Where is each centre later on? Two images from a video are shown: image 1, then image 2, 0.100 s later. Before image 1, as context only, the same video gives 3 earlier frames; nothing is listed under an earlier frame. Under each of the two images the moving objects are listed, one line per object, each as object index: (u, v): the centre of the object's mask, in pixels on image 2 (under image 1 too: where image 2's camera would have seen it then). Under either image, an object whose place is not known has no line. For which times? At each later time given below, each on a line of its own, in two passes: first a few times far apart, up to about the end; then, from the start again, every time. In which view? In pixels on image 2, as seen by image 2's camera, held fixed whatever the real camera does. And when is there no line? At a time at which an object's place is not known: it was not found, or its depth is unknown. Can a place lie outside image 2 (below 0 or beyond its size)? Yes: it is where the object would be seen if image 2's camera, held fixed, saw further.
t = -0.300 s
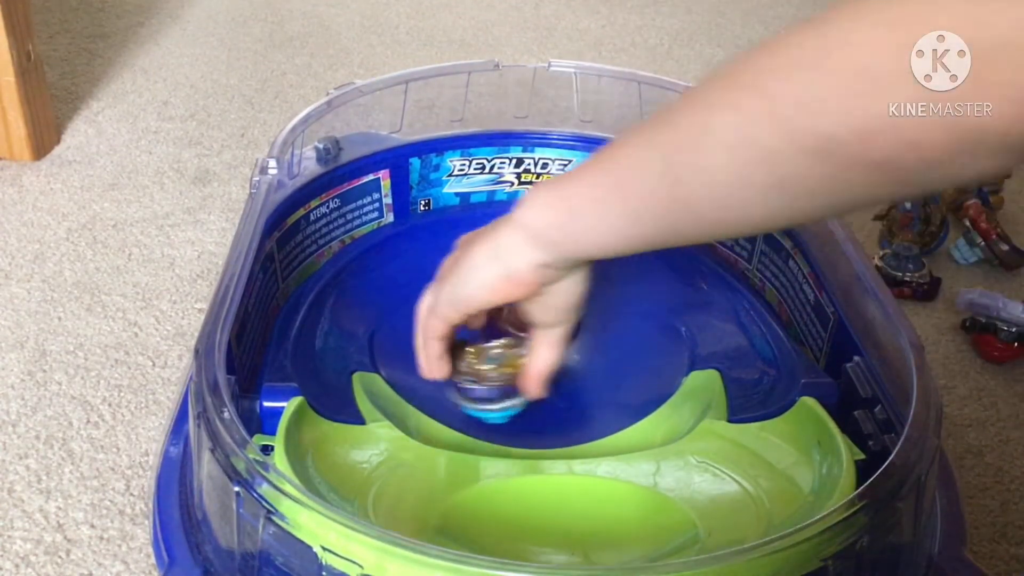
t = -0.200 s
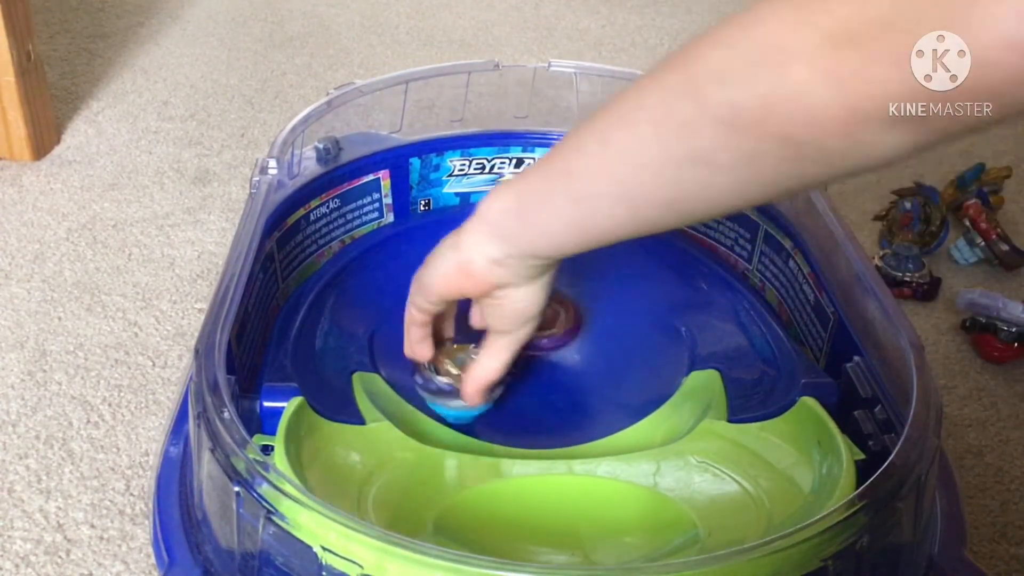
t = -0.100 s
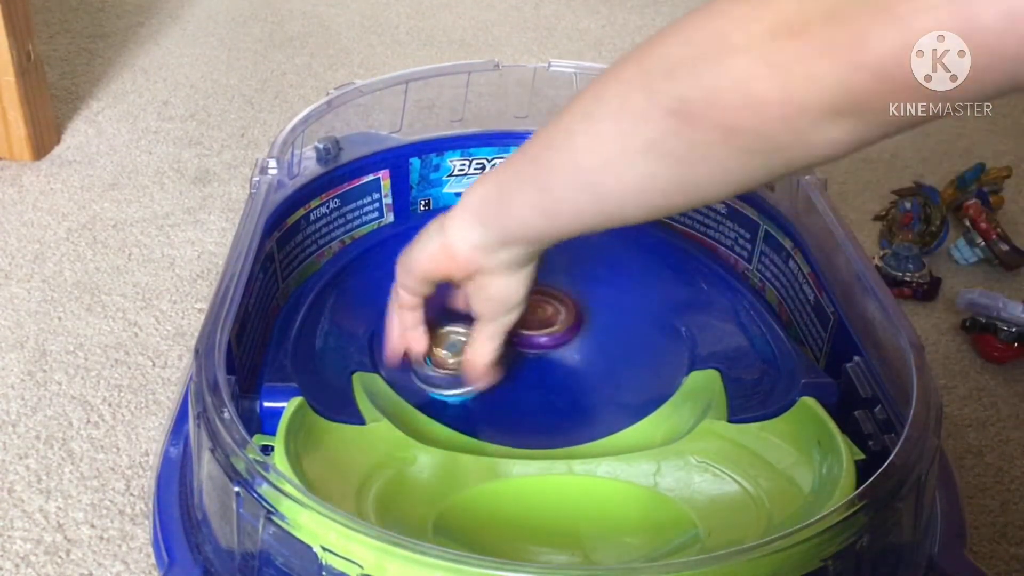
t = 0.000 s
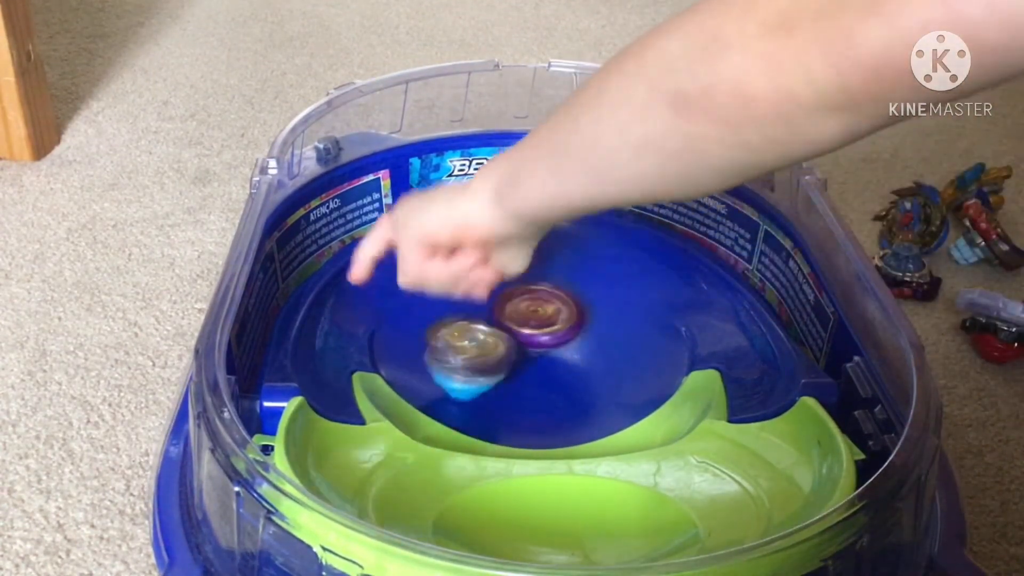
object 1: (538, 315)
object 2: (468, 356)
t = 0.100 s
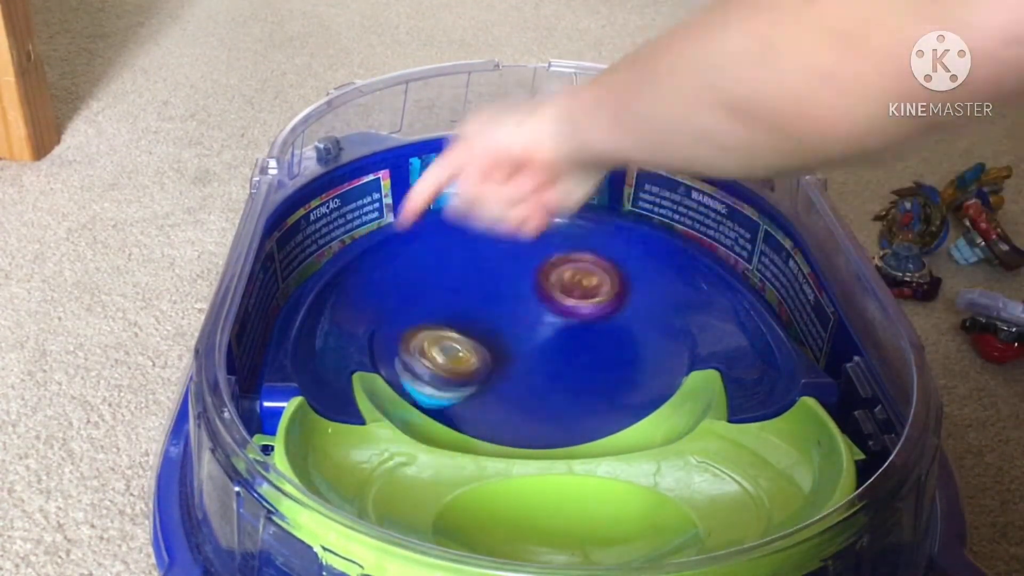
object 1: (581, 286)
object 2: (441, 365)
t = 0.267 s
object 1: (571, 265)
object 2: (438, 365)
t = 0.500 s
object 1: (541, 274)
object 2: (530, 343)
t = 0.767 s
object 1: (516, 251)
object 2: (586, 364)
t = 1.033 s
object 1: (521, 295)
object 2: (568, 351)
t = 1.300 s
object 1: (513, 281)
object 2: (534, 392)
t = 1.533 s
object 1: (534, 309)
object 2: (495, 374)
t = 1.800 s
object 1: (586, 325)
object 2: (457, 333)
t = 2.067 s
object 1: (609, 326)
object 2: (466, 299)
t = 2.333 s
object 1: (586, 332)
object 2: (514, 283)
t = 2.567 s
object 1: (541, 343)
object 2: (566, 284)
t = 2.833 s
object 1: (500, 359)
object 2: (603, 311)
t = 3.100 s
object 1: (495, 368)
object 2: (596, 345)
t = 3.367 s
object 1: (457, 360)
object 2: (636, 352)
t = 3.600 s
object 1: (475, 340)
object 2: (583, 341)
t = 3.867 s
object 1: (496, 301)
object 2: (582, 327)
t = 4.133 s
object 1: (534, 272)
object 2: (585, 332)
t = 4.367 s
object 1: (573, 267)
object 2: (537, 325)
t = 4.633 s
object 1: (600, 293)
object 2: (490, 308)
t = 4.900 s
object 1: (603, 329)
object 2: (498, 311)
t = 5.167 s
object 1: (608, 369)
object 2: (514, 318)
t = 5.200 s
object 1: (605, 371)
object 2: (517, 319)
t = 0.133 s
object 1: (585, 279)
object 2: (437, 366)
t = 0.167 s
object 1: (584, 275)
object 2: (435, 367)
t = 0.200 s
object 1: (580, 271)
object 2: (434, 366)
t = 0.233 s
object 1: (576, 267)
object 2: (434, 366)
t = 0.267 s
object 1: (571, 265)
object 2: (438, 365)
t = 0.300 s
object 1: (566, 264)
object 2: (444, 364)
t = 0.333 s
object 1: (561, 264)
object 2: (452, 364)
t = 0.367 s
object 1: (556, 264)
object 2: (464, 360)
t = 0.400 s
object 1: (551, 266)
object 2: (478, 358)
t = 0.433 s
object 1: (547, 268)
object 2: (494, 353)
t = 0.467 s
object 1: (543, 271)
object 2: (512, 349)
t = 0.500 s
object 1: (541, 274)
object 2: (530, 343)
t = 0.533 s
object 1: (543, 268)
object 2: (545, 346)
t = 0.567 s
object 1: (548, 253)
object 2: (553, 354)
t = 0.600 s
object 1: (549, 245)
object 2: (563, 360)
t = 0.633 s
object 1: (546, 240)
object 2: (570, 362)
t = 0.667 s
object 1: (540, 241)
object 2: (576, 364)
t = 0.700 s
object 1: (531, 243)
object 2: (578, 365)
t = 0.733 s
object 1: (523, 246)
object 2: (582, 364)
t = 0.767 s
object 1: (516, 251)
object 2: (586, 364)
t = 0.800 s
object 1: (511, 257)
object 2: (588, 364)
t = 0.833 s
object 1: (508, 262)
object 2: (588, 362)
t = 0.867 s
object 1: (507, 269)
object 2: (586, 360)
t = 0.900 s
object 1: (508, 276)
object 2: (584, 358)
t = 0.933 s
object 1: (510, 283)
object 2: (580, 355)
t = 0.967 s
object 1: (514, 290)
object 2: (575, 352)
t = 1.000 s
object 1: (518, 296)
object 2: (569, 349)
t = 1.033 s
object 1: (521, 295)
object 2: (568, 351)
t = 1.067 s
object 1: (520, 284)
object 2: (572, 364)
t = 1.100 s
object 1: (519, 275)
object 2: (572, 374)
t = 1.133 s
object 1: (519, 272)
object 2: (568, 380)
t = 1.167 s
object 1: (517, 272)
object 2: (562, 384)
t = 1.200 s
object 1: (516, 273)
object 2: (555, 387)
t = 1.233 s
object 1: (514, 276)
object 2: (548, 390)
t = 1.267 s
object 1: (513, 279)
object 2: (542, 391)
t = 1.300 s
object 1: (513, 281)
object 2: (534, 392)
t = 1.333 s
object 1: (514, 286)
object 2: (525, 392)
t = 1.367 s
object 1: (516, 291)
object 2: (519, 390)
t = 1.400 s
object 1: (518, 295)
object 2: (514, 388)
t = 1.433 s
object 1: (520, 299)
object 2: (508, 386)
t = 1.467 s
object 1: (523, 304)
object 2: (502, 382)
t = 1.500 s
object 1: (528, 307)
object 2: (498, 378)
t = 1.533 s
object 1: (534, 309)
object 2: (495, 374)
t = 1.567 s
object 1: (541, 312)
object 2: (492, 369)
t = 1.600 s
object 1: (547, 316)
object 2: (488, 365)
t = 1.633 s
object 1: (553, 320)
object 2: (485, 357)
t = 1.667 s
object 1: (562, 321)
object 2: (477, 352)
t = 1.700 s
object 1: (569, 323)
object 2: (471, 347)
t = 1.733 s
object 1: (575, 324)
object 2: (465, 342)
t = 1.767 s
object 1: (580, 325)
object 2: (462, 337)
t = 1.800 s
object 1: (586, 325)
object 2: (457, 333)
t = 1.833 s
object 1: (591, 326)
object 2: (455, 328)
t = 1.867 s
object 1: (595, 326)
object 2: (454, 323)
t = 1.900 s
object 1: (598, 326)
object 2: (453, 319)
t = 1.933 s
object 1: (602, 326)
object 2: (454, 314)
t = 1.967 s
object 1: (605, 326)
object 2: (456, 310)
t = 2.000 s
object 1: (607, 326)
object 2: (459, 307)
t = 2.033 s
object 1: (609, 326)
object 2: (462, 303)
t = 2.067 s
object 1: (609, 326)
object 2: (466, 299)
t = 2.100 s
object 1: (609, 326)
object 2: (470, 296)
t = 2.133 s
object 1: (609, 326)
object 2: (476, 293)
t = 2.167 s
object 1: (606, 327)
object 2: (481, 291)
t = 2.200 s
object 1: (604, 327)
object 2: (487, 288)
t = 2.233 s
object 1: (600, 328)
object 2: (493, 286)
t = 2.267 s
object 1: (596, 330)
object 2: (500, 285)
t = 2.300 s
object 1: (591, 331)
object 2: (507, 284)
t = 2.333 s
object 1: (586, 332)
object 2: (514, 283)
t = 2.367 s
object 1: (580, 334)
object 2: (521, 282)
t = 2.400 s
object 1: (574, 335)
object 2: (528, 282)
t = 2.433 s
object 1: (568, 337)
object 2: (536, 281)
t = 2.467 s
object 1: (561, 339)
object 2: (543, 281)
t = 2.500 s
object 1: (555, 340)
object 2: (551, 281)
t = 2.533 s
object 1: (548, 342)
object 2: (559, 282)
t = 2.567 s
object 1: (541, 343)
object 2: (566, 284)
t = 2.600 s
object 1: (534, 344)
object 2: (572, 287)
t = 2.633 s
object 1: (528, 346)
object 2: (578, 290)
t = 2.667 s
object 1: (523, 348)
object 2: (583, 294)
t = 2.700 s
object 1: (517, 350)
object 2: (589, 297)
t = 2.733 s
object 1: (512, 353)
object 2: (593, 300)
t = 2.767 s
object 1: (508, 355)
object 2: (596, 303)
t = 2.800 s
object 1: (504, 357)
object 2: (600, 307)
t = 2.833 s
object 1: (500, 359)
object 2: (603, 311)
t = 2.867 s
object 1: (498, 361)
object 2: (604, 316)
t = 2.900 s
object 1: (496, 363)
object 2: (605, 320)
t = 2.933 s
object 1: (494, 364)
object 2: (605, 324)
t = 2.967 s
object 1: (494, 365)
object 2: (606, 328)
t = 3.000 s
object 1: (493, 367)
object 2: (605, 332)
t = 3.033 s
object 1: (494, 368)
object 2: (603, 337)
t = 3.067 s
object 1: (494, 368)
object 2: (599, 341)
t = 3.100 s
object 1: (495, 368)
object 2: (596, 345)
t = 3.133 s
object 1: (496, 368)
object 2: (592, 348)
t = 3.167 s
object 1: (493, 367)
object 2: (594, 352)
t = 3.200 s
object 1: (474, 365)
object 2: (611, 352)
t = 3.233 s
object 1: (462, 364)
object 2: (622, 352)
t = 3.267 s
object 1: (458, 362)
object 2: (628, 352)
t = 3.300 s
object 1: (457, 362)
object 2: (631, 352)
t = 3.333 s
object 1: (456, 361)
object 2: (635, 351)
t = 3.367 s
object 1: (457, 360)
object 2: (636, 352)
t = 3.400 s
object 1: (459, 358)
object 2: (634, 351)
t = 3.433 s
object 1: (460, 356)
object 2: (631, 350)
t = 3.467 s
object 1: (462, 354)
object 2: (622, 351)
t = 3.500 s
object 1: (465, 351)
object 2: (614, 349)
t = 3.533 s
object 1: (468, 348)
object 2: (606, 346)
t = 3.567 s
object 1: (471, 344)
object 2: (594, 345)
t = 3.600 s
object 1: (475, 340)
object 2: (583, 341)
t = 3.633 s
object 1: (475, 335)
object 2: (579, 342)
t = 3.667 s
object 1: (473, 328)
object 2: (581, 340)
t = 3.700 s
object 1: (475, 323)
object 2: (584, 338)
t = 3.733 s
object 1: (479, 318)
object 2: (584, 337)
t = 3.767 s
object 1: (483, 314)
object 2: (587, 334)
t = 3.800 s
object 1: (487, 310)
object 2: (585, 332)
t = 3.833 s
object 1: (492, 306)
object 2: (585, 329)
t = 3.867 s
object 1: (496, 301)
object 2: (582, 327)
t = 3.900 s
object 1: (497, 296)
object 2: (587, 331)
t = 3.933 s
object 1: (500, 291)
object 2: (586, 330)
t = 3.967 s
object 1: (506, 287)
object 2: (589, 330)
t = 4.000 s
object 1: (511, 284)
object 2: (592, 330)
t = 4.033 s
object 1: (517, 280)
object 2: (592, 331)
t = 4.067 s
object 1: (522, 278)
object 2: (592, 331)
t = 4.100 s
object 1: (528, 275)
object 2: (589, 331)
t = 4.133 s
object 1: (534, 272)
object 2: (585, 332)
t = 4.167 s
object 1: (539, 270)
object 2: (579, 331)
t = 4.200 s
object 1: (545, 268)
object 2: (573, 331)
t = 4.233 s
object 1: (550, 265)
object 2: (568, 329)
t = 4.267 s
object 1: (556, 265)
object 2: (560, 329)
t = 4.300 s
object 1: (561, 264)
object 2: (552, 328)
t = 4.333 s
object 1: (567, 265)
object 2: (546, 326)
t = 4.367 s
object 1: (573, 267)
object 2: (537, 325)
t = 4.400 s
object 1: (578, 268)
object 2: (531, 323)
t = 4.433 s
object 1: (583, 271)
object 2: (525, 321)
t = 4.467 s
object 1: (586, 274)
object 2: (519, 318)
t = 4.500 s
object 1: (589, 278)
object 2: (512, 316)
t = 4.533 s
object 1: (591, 281)
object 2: (505, 314)
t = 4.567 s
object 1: (594, 285)
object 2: (499, 312)
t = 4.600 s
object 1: (597, 289)
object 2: (494, 310)
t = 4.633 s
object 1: (600, 293)
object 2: (490, 308)
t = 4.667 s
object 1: (601, 297)
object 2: (485, 307)
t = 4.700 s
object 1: (603, 301)
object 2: (485, 305)
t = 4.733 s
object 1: (604, 306)
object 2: (483, 305)
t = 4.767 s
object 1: (605, 310)
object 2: (485, 305)
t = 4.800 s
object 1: (606, 315)
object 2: (486, 305)
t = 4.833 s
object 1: (605, 320)
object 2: (490, 306)
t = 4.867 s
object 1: (605, 325)
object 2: (493, 308)
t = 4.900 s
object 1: (603, 329)
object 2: (498, 311)
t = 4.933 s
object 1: (600, 334)
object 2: (503, 314)
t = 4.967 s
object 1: (597, 339)
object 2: (506, 317)
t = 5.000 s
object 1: (596, 344)
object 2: (512, 319)
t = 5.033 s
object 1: (605, 351)
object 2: (506, 319)
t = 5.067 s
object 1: (611, 358)
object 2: (505, 316)
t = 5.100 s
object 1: (612, 363)
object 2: (506, 316)
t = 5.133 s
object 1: (610, 366)
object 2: (510, 317)
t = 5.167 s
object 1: (608, 369)
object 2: (514, 318)
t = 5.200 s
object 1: (605, 371)
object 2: (517, 319)
